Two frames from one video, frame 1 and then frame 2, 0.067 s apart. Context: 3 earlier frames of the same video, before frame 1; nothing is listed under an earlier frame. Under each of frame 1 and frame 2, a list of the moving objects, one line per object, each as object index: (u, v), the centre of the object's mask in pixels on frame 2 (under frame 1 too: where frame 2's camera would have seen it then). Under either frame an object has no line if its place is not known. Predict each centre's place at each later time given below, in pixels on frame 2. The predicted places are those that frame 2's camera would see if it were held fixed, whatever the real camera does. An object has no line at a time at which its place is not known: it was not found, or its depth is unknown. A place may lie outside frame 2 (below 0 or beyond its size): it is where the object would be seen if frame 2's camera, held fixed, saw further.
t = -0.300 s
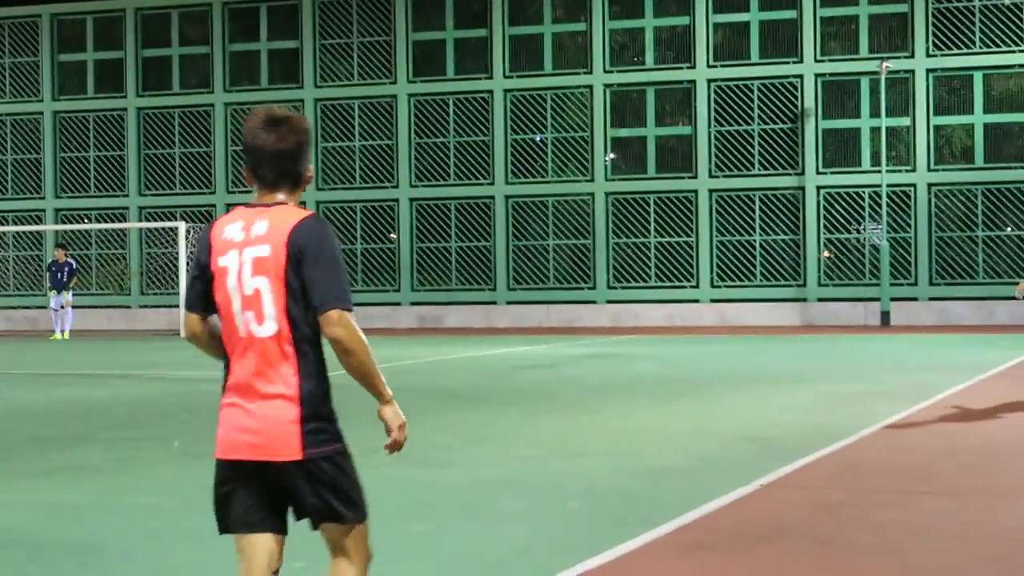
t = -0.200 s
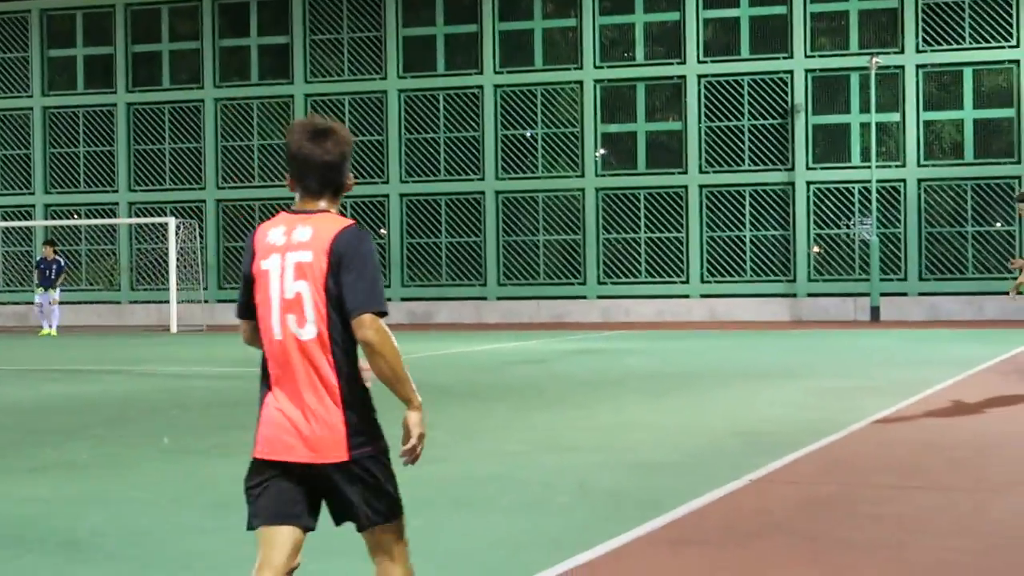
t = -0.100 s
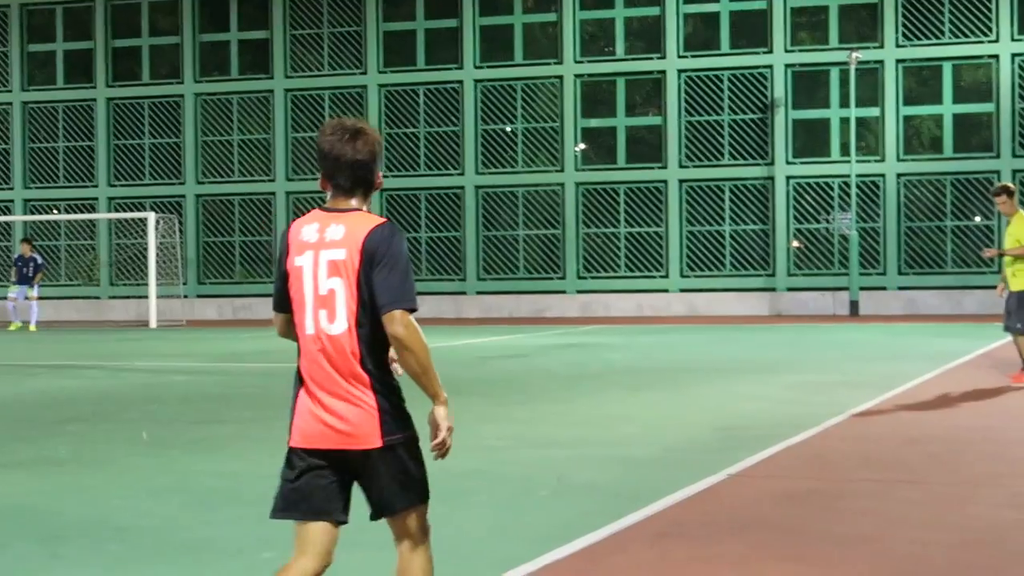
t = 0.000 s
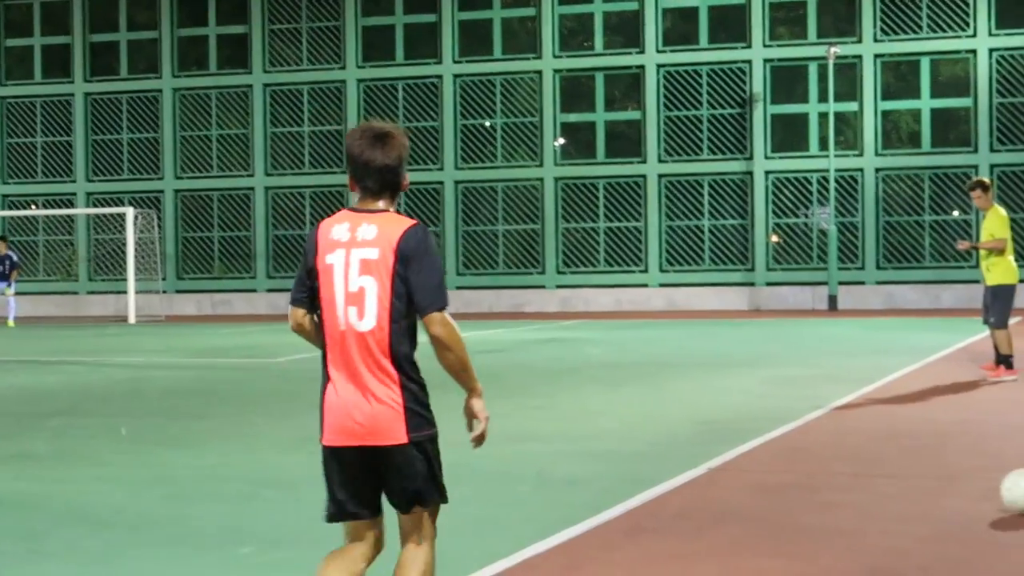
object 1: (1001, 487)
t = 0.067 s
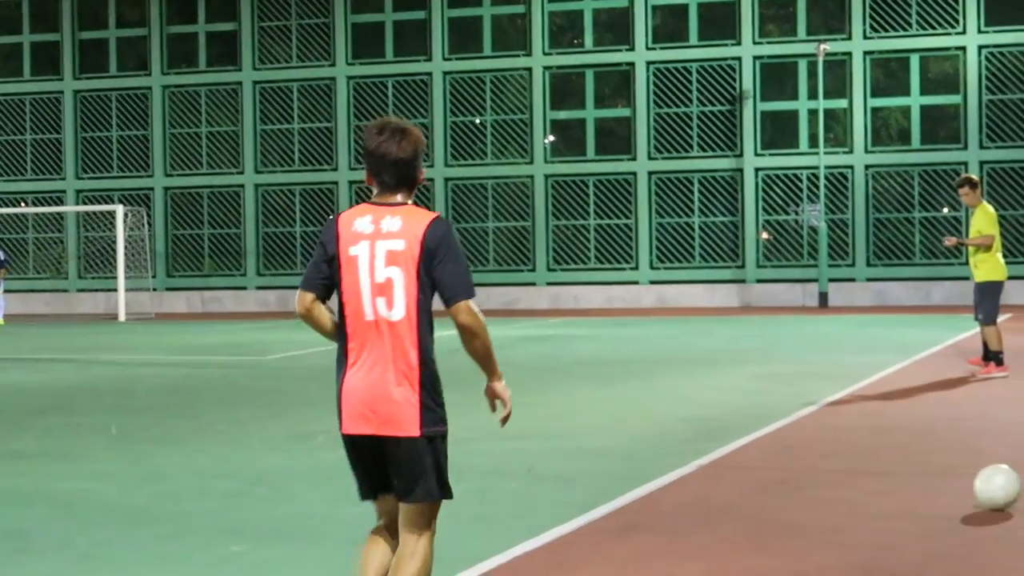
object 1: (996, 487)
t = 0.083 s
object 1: (992, 487)
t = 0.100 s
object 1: (988, 487)
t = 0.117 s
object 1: (984, 487)
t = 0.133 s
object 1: (981, 486)
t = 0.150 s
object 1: (977, 486)
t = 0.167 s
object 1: (973, 486)
